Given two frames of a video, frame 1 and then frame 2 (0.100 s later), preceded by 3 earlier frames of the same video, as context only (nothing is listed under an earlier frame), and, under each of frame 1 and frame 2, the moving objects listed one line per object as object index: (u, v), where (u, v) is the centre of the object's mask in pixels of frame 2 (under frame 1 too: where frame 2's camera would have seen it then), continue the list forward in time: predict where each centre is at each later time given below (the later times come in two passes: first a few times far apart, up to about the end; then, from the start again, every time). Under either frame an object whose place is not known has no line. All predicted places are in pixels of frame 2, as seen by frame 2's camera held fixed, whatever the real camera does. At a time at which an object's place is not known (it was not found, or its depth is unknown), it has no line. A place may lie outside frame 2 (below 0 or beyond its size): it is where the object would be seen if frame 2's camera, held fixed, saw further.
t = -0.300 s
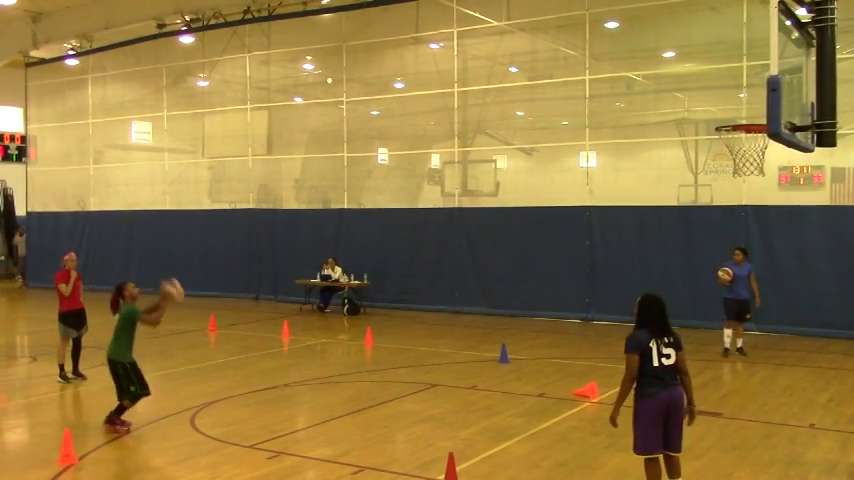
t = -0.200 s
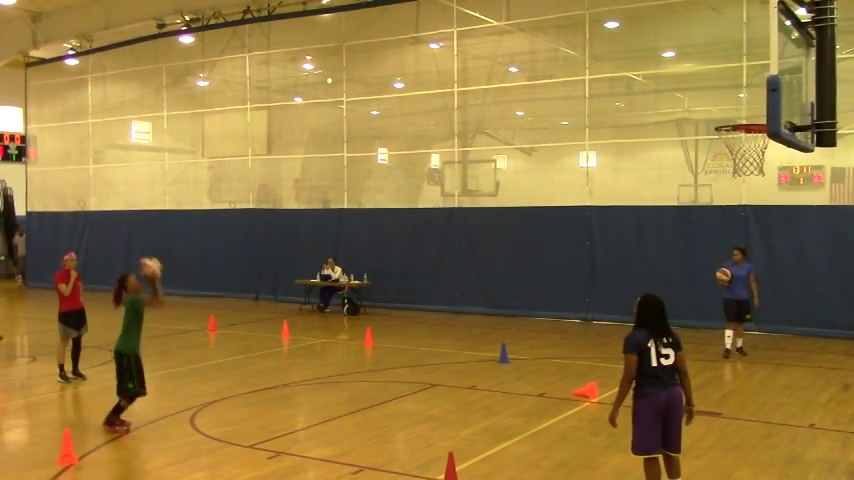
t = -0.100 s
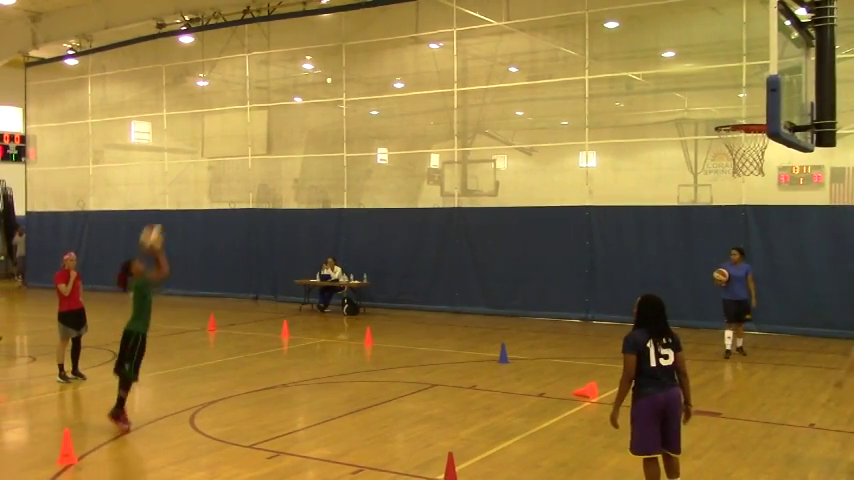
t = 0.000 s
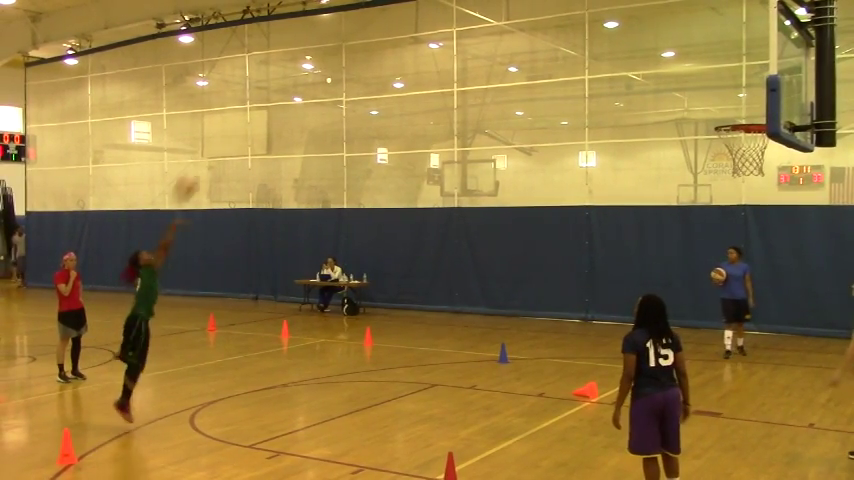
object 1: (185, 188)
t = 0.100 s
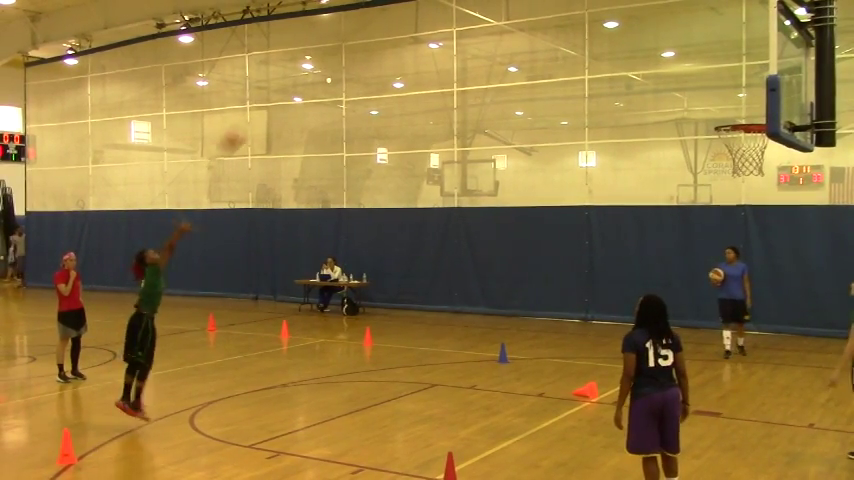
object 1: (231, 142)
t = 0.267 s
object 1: (311, 81)
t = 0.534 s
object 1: (441, 35)
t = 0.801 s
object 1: (581, 59)
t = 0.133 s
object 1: (247, 126)
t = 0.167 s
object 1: (262, 114)
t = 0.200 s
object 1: (279, 101)
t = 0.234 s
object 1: (294, 91)
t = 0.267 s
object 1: (311, 81)
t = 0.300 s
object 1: (328, 71)
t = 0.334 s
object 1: (345, 61)
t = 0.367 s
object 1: (362, 56)
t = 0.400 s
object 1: (377, 48)
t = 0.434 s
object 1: (394, 43)
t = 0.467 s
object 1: (409, 40)
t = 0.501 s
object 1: (426, 36)
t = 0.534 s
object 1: (441, 35)
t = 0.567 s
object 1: (460, 33)
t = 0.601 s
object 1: (475, 34)
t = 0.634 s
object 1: (493, 37)
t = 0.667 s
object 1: (508, 39)
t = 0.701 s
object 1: (529, 42)
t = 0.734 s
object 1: (545, 46)
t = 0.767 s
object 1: (561, 52)
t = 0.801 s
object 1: (581, 59)
